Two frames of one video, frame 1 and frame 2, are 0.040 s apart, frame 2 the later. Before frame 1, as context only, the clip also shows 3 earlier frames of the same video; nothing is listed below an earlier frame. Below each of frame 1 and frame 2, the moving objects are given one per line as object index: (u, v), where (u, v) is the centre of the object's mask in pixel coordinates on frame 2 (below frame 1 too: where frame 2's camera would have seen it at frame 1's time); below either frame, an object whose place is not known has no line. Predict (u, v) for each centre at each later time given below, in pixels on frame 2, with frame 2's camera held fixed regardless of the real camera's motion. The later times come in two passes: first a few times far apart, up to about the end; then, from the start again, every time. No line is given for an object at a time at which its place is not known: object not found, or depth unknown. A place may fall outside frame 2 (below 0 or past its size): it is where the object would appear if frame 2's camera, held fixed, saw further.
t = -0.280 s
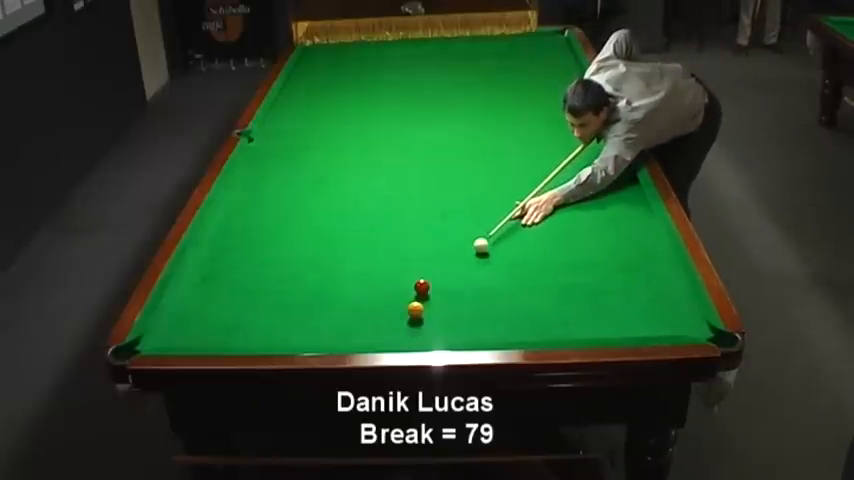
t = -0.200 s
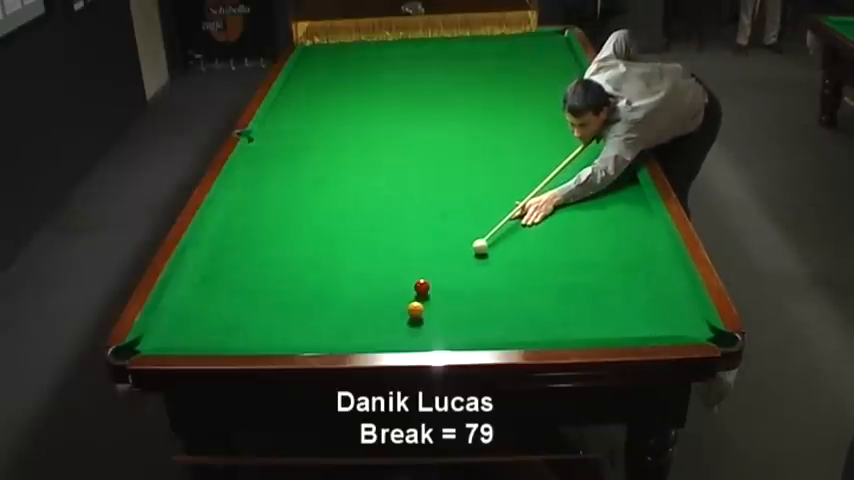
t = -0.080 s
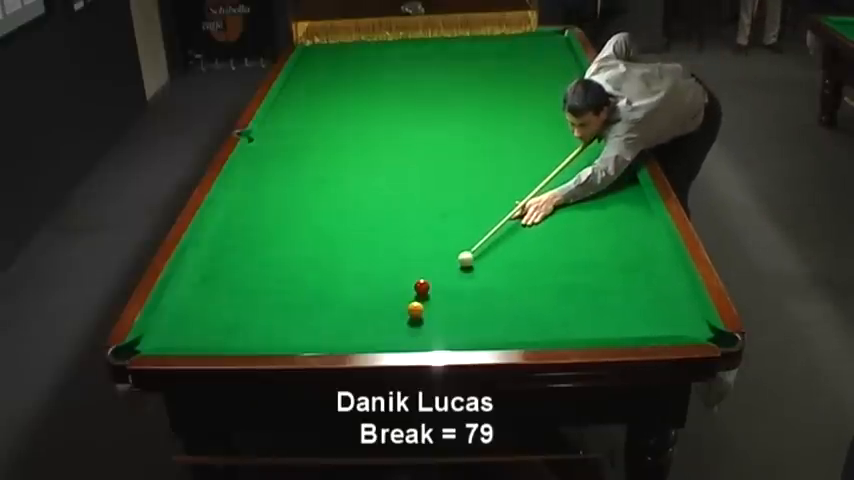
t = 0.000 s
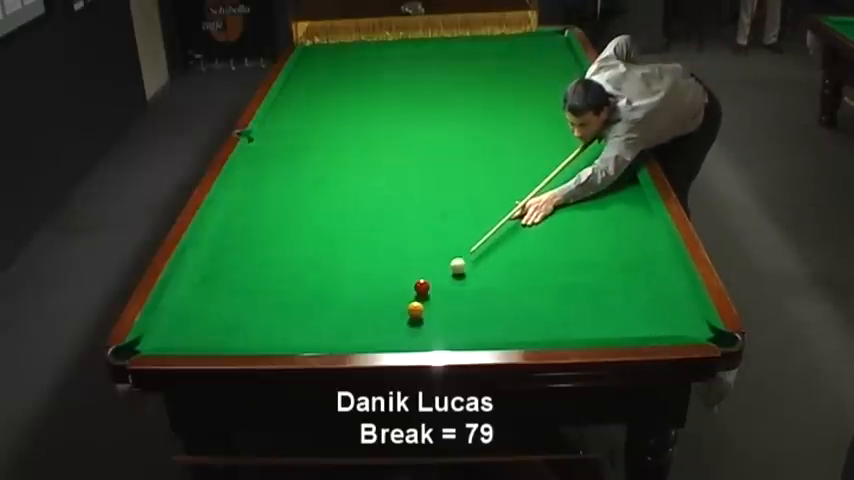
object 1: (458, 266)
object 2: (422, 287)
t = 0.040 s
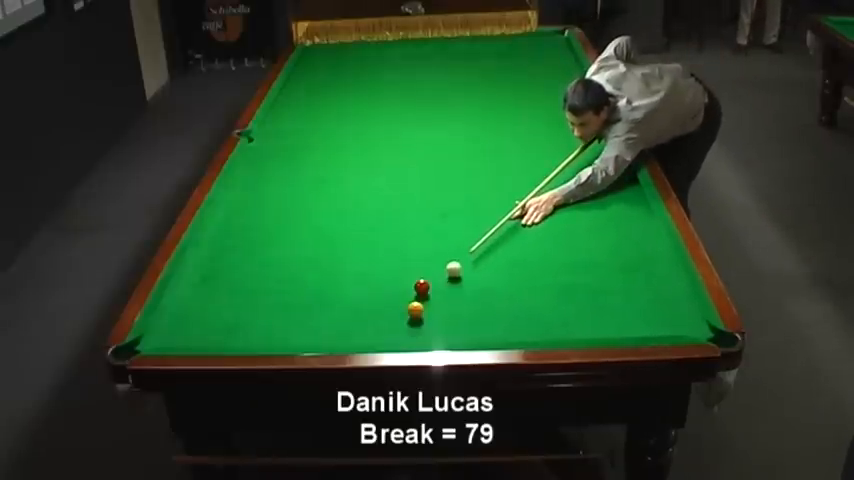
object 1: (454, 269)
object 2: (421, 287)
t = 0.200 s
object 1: (437, 283)
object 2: (421, 287)
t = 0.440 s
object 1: (437, 298)
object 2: (400, 293)
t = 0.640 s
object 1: (436, 310)
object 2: (384, 297)
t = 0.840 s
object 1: (434, 323)
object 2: (369, 302)
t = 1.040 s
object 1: (433, 333)
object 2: (354, 305)
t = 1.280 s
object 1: (431, 333)
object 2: (339, 310)
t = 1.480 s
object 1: (429, 329)
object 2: (327, 313)
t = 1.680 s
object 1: (427, 323)
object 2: (316, 316)
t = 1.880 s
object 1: (425, 319)
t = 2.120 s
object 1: (425, 317)
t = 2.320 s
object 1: (425, 316)
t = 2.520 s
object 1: (425, 316)
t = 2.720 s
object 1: (425, 316)
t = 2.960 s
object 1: (425, 316)
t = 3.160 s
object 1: (425, 316)
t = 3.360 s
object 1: (425, 316)
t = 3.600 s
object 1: (425, 317)
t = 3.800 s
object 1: (425, 317)
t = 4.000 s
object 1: (425, 317)
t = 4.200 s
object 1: (425, 317)
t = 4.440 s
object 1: (425, 317)
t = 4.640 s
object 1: (425, 317)
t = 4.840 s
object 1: (425, 317)
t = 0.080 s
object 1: (449, 273)
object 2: (421, 287)
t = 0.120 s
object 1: (445, 276)
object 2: (421, 287)
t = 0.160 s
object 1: (441, 280)
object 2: (421, 287)
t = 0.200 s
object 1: (437, 283)
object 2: (421, 287)
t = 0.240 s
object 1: (437, 286)
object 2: (417, 288)
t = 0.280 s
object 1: (437, 288)
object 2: (414, 289)
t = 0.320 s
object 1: (437, 291)
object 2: (411, 290)
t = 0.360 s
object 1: (437, 293)
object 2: (407, 291)
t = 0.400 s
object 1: (437, 295)
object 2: (404, 292)
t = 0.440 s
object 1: (437, 298)
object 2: (400, 293)
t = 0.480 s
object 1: (437, 301)
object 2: (397, 294)
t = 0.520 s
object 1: (436, 303)
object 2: (394, 295)
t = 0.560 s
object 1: (436, 305)
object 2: (390, 295)
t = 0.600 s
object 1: (436, 308)
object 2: (387, 296)
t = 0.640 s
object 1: (436, 310)
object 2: (384, 297)
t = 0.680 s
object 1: (435, 313)
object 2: (381, 298)
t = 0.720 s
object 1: (435, 315)
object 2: (378, 299)
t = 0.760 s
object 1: (435, 318)
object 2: (375, 300)
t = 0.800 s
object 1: (435, 320)
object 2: (372, 301)
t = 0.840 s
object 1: (434, 323)
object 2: (369, 302)
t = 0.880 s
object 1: (434, 325)
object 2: (366, 302)
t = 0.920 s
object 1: (434, 327)
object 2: (363, 303)
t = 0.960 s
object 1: (434, 330)
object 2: (360, 304)
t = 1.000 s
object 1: (434, 332)
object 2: (357, 305)
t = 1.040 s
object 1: (433, 333)
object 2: (354, 305)
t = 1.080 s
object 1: (433, 335)
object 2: (352, 306)
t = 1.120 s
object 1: (433, 336)
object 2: (349, 307)
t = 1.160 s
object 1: (432, 336)
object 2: (346, 308)
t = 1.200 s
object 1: (432, 335)
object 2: (344, 308)
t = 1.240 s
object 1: (431, 334)
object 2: (341, 309)
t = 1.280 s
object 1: (431, 333)
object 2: (339, 310)
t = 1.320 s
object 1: (431, 333)
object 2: (336, 310)
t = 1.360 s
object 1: (430, 332)
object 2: (334, 311)
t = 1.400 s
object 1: (430, 331)
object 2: (332, 312)
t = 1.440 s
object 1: (430, 331)
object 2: (329, 312)
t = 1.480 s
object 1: (429, 329)
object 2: (327, 313)
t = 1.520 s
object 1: (428, 327)
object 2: (325, 313)
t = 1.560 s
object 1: (428, 326)
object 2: (323, 314)
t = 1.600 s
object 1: (428, 325)
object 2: (320, 315)
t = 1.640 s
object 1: (427, 324)
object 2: (318, 315)
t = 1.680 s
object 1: (427, 323)
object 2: (316, 316)
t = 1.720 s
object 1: (426, 322)
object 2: (314, 316)
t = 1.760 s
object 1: (426, 321)
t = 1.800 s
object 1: (425, 320)
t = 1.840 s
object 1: (425, 320)
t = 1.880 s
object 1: (425, 319)
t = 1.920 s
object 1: (424, 318)
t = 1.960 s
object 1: (424, 318)
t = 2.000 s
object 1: (424, 317)
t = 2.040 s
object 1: (425, 317)
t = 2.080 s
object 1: (425, 317)
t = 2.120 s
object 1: (425, 317)
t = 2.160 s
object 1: (425, 317)
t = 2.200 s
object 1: (425, 317)
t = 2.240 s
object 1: (425, 316)
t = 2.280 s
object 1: (425, 316)
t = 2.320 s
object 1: (425, 316)
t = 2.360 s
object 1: (425, 316)
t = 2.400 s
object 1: (425, 317)
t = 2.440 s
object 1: (425, 316)
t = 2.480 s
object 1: (425, 316)
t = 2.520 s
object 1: (425, 316)
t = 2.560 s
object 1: (425, 316)
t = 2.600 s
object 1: (425, 316)
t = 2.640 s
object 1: (425, 316)
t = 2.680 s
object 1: (425, 316)
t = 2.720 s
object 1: (425, 316)
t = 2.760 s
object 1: (425, 316)
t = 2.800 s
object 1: (425, 316)
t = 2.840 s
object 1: (425, 316)
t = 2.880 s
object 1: (425, 316)
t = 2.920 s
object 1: (425, 316)
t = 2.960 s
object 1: (425, 316)
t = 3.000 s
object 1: (425, 316)
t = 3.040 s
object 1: (425, 316)
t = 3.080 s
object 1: (425, 316)
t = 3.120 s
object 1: (425, 316)
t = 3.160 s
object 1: (425, 316)
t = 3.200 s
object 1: (425, 316)
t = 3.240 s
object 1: (425, 316)
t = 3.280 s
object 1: (425, 316)
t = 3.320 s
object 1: (425, 316)
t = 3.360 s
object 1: (425, 316)
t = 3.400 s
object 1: (425, 316)
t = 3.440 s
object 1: (425, 317)
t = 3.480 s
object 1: (425, 317)
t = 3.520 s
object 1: (425, 317)
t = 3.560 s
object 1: (425, 317)
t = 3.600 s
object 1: (425, 317)
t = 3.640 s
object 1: (425, 317)
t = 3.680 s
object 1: (425, 317)
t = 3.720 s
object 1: (425, 317)
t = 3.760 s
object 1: (425, 317)
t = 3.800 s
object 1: (425, 317)
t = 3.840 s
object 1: (425, 317)
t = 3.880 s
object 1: (425, 317)
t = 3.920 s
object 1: (425, 317)
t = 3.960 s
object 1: (425, 317)
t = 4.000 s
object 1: (425, 317)
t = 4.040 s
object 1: (425, 317)
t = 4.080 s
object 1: (425, 317)
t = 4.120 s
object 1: (425, 317)
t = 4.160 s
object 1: (425, 317)
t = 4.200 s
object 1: (425, 317)
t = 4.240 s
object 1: (425, 317)
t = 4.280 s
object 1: (425, 317)
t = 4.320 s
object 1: (425, 317)
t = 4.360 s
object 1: (425, 317)
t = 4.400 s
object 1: (425, 317)
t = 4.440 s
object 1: (425, 317)
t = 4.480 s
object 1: (425, 316)
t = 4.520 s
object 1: (425, 316)
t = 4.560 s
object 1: (425, 316)
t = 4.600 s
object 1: (425, 317)
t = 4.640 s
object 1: (425, 317)
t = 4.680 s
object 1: (425, 316)
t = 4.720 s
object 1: (425, 317)
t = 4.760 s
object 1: (425, 317)
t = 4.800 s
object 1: (425, 317)
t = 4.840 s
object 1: (425, 317)
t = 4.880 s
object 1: (425, 316)
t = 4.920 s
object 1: (425, 317)
